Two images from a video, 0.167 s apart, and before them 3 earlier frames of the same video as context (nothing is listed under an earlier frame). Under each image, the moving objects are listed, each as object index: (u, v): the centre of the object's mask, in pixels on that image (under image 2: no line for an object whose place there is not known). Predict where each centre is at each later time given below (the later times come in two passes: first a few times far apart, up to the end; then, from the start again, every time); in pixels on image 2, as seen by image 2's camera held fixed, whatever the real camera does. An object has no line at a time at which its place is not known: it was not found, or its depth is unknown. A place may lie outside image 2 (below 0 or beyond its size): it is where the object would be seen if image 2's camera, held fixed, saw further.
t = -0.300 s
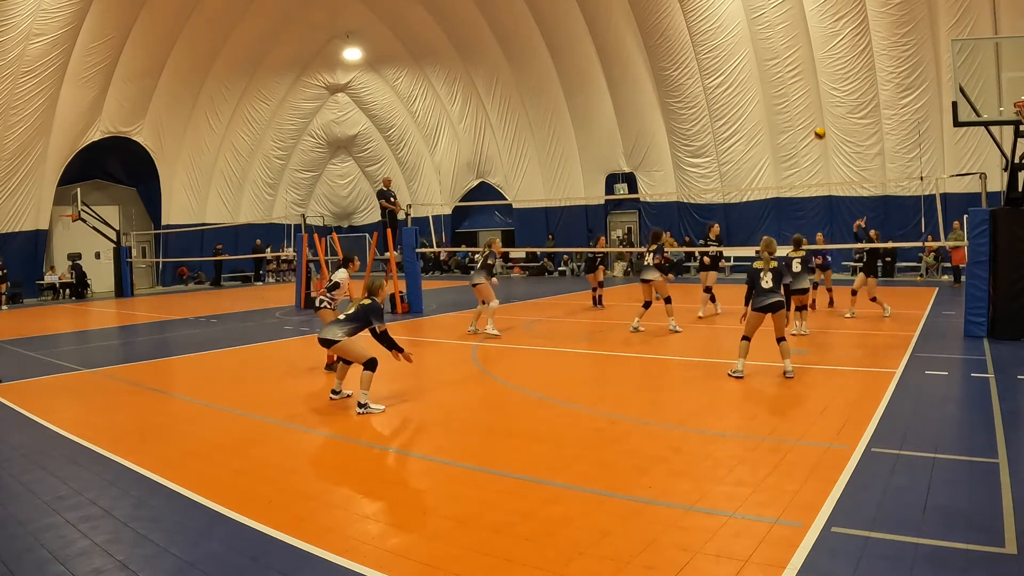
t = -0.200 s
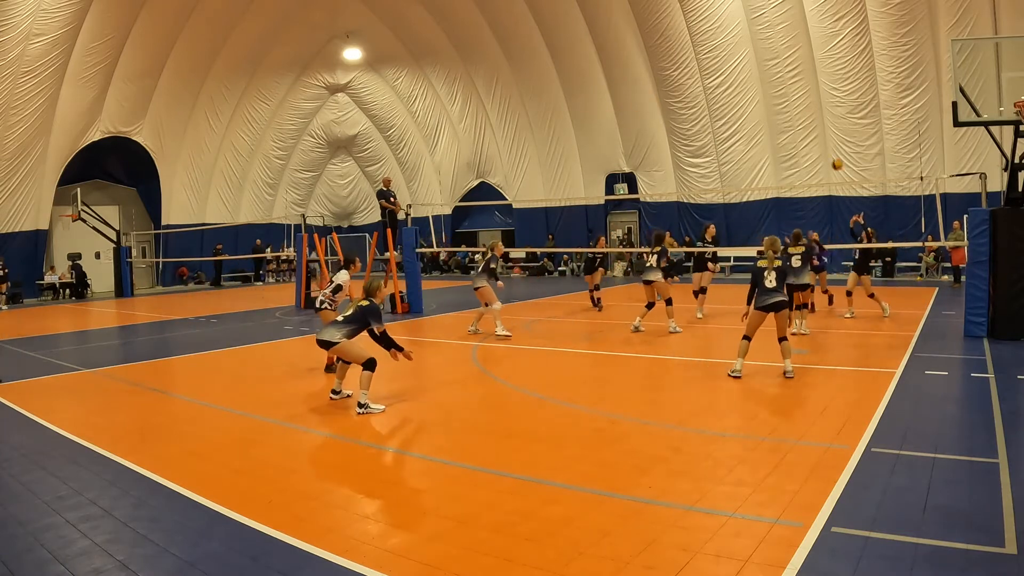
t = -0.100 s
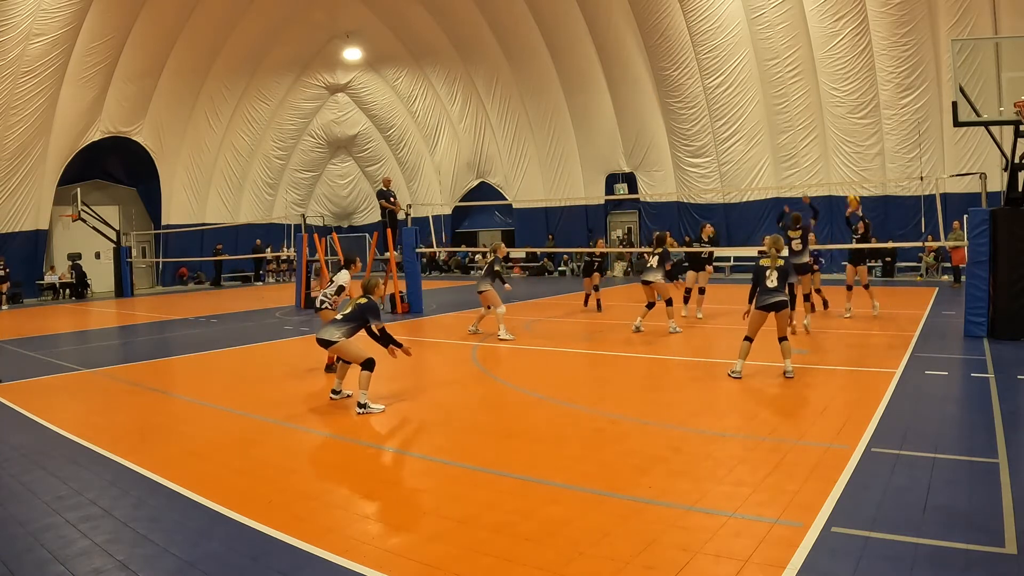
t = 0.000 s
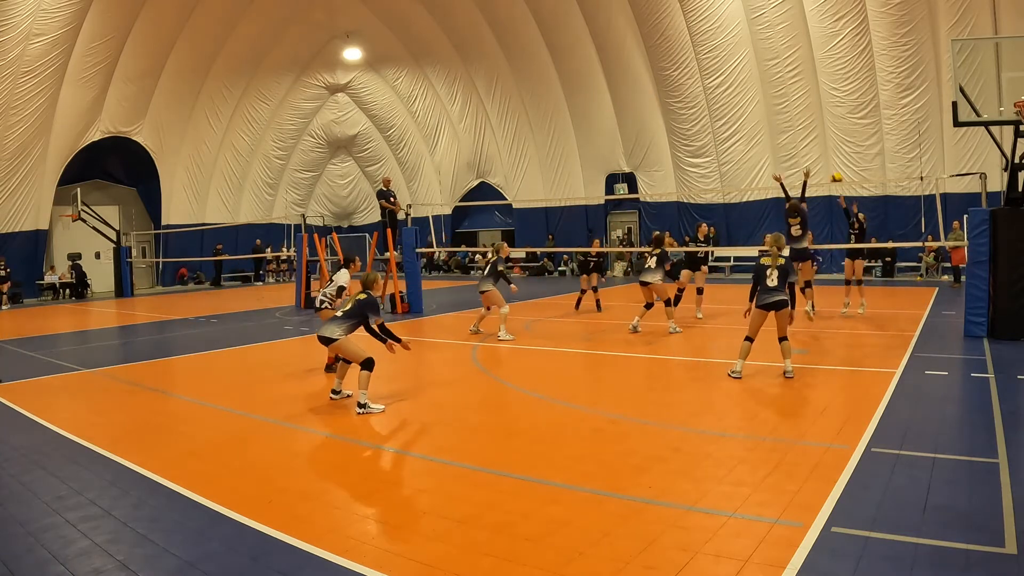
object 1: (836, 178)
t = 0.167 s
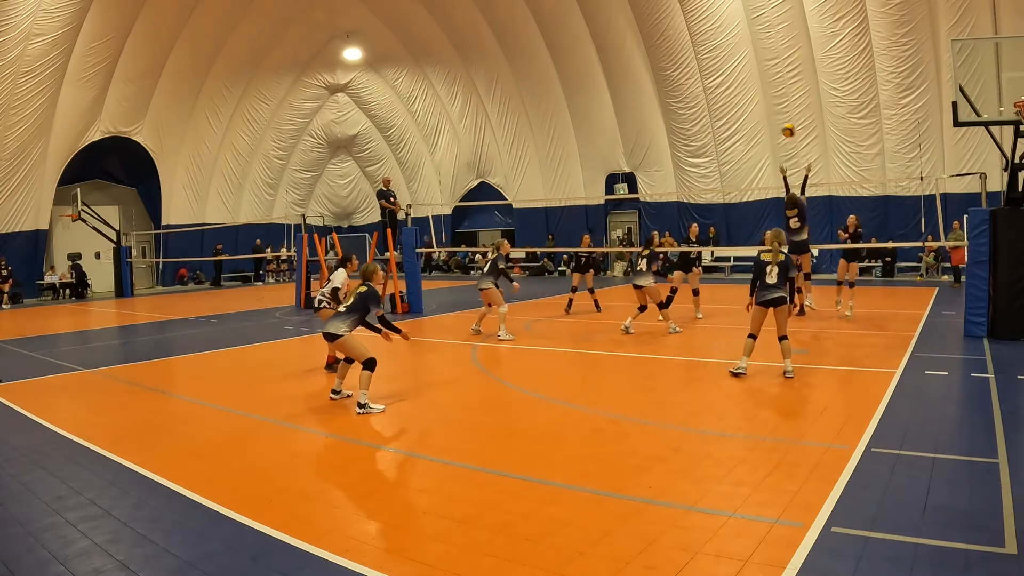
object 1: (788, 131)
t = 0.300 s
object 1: (744, 101)
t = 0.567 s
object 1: (644, 77)
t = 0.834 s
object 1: (522, 116)
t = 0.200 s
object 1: (777, 122)
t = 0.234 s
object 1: (767, 115)
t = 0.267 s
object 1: (756, 108)
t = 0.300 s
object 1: (744, 101)
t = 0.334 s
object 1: (733, 95)
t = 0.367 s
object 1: (721, 90)
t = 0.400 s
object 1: (709, 86)
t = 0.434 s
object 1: (696, 83)
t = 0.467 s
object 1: (683, 80)
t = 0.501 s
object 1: (670, 77)
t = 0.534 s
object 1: (658, 77)
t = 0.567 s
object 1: (644, 77)
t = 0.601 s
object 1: (629, 78)
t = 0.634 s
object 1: (615, 80)
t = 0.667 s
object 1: (601, 83)
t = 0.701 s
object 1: (586, 87)
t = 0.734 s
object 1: (571, 93)
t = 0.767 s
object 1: (555, 99)
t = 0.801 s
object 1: (539, 107)
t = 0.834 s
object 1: (522, 116)
